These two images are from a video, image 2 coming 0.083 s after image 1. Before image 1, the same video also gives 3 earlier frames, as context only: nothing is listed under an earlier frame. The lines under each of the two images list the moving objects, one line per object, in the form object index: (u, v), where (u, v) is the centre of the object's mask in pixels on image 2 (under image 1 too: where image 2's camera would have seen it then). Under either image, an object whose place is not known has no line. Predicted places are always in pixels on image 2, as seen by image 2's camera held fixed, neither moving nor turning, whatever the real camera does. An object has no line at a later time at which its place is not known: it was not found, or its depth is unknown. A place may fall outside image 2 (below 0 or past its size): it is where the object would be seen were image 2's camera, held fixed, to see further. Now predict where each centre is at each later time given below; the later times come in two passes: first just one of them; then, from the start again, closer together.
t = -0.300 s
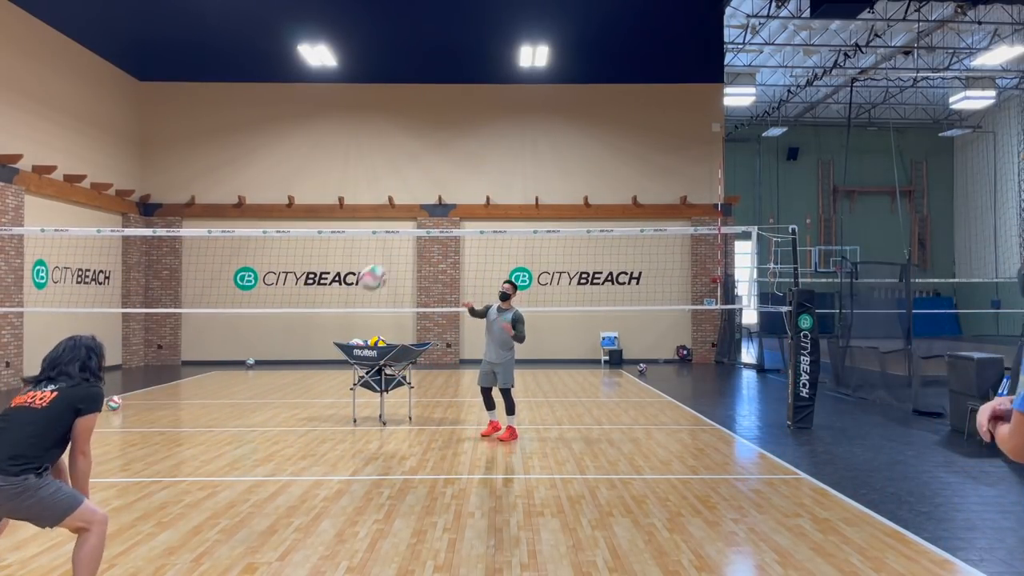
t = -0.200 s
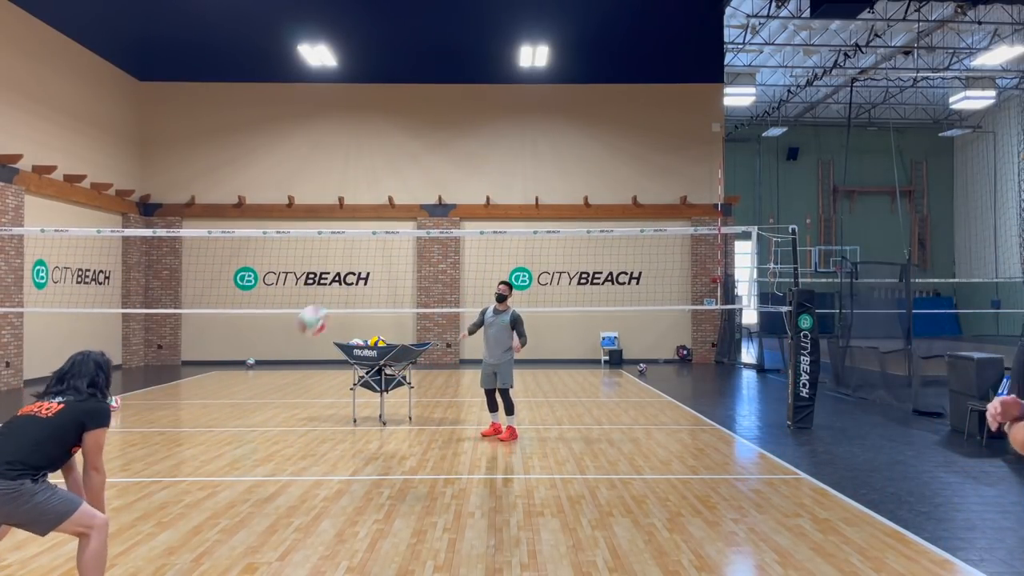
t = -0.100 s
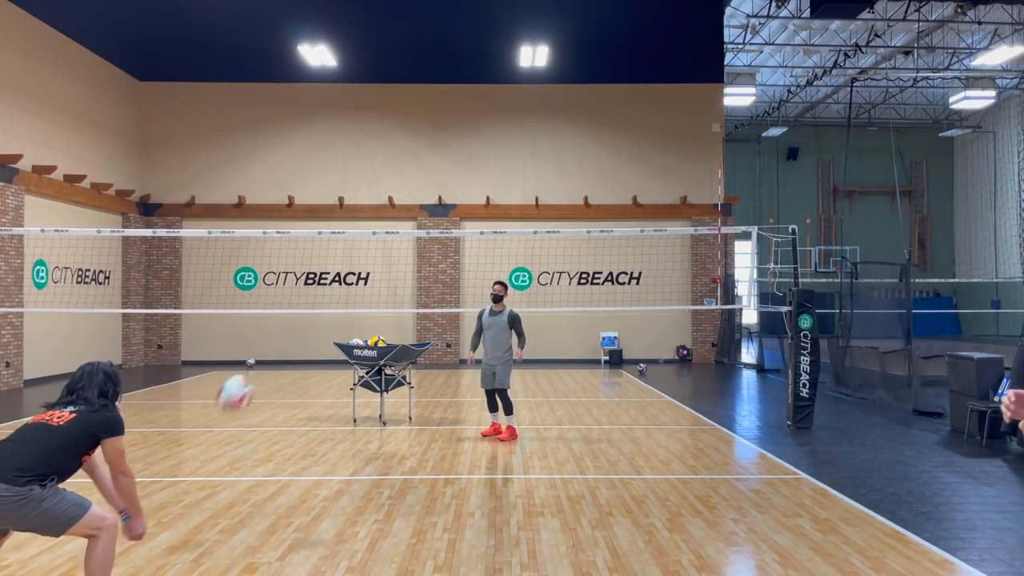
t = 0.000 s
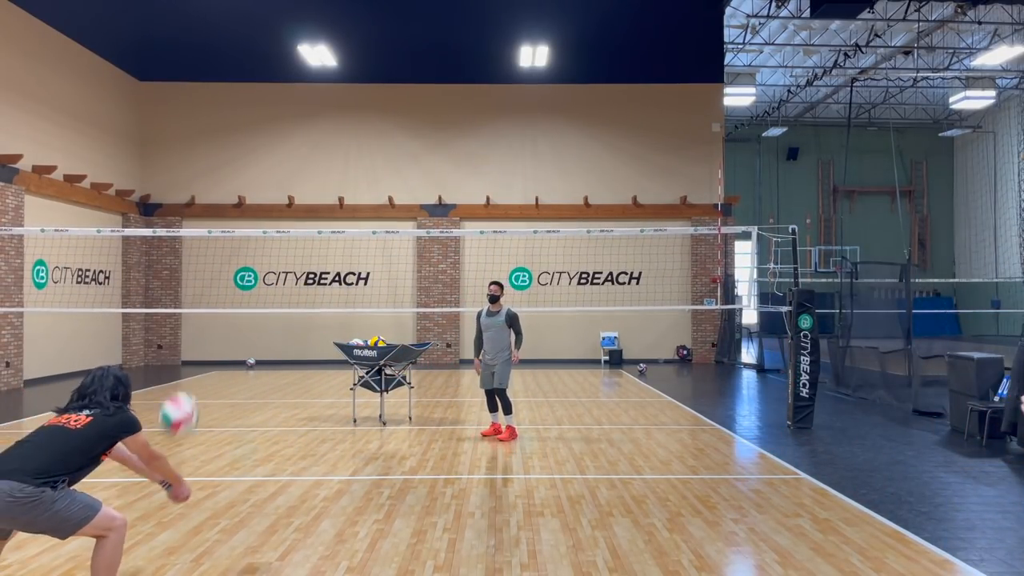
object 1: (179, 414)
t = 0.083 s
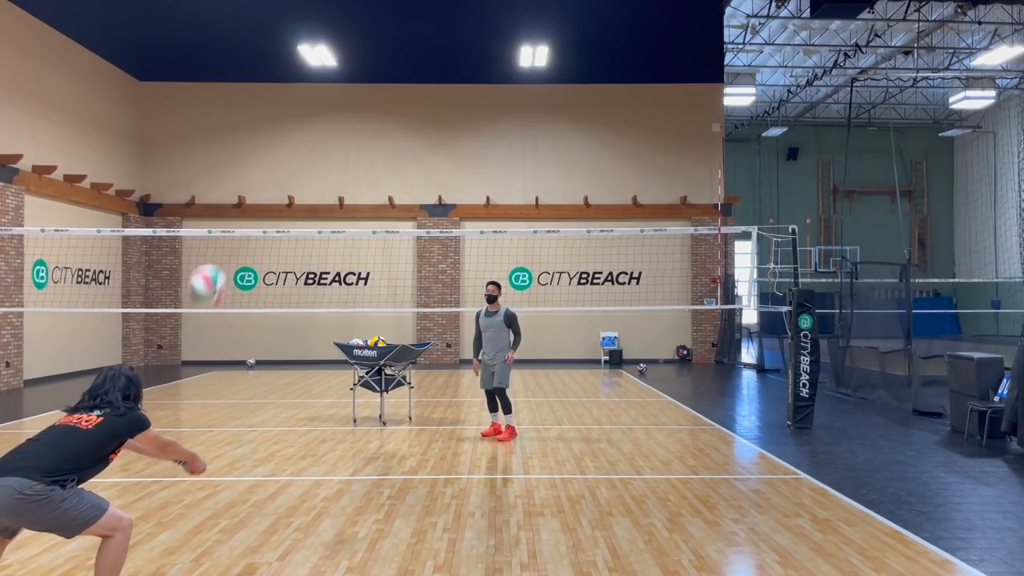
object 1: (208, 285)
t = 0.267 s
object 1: (258, 79)
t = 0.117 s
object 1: (217, 237)
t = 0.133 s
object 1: (222, 218)
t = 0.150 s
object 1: (228, 200)
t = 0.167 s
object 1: (232, 178)
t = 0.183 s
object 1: (237, 158)
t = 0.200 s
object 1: (241, 141)
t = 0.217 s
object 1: (245, 125)
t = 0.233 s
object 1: (250, 110)
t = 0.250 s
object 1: (253, 94)
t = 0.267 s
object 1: (258, 79)
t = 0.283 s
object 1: (261, 64)
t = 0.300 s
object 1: (265, 51)
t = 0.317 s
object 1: (269, 38)
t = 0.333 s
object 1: (272, 25)
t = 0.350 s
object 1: (276, 15)
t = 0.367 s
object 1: (279, 9)
